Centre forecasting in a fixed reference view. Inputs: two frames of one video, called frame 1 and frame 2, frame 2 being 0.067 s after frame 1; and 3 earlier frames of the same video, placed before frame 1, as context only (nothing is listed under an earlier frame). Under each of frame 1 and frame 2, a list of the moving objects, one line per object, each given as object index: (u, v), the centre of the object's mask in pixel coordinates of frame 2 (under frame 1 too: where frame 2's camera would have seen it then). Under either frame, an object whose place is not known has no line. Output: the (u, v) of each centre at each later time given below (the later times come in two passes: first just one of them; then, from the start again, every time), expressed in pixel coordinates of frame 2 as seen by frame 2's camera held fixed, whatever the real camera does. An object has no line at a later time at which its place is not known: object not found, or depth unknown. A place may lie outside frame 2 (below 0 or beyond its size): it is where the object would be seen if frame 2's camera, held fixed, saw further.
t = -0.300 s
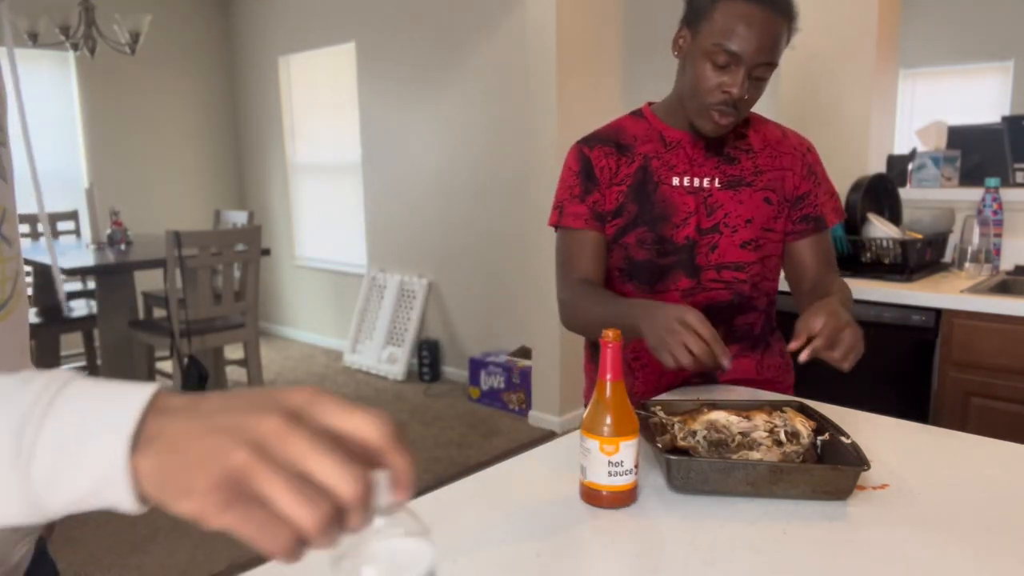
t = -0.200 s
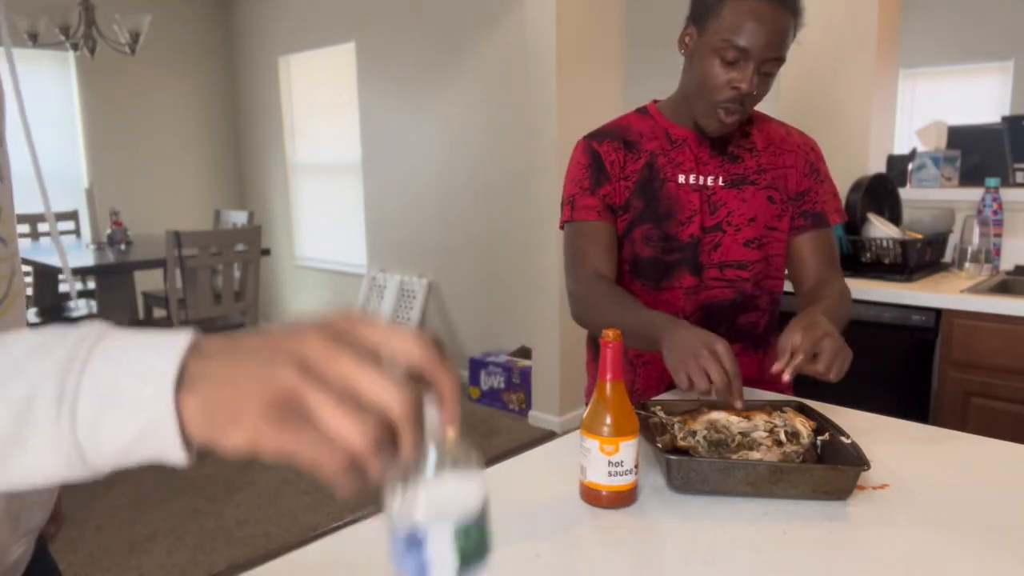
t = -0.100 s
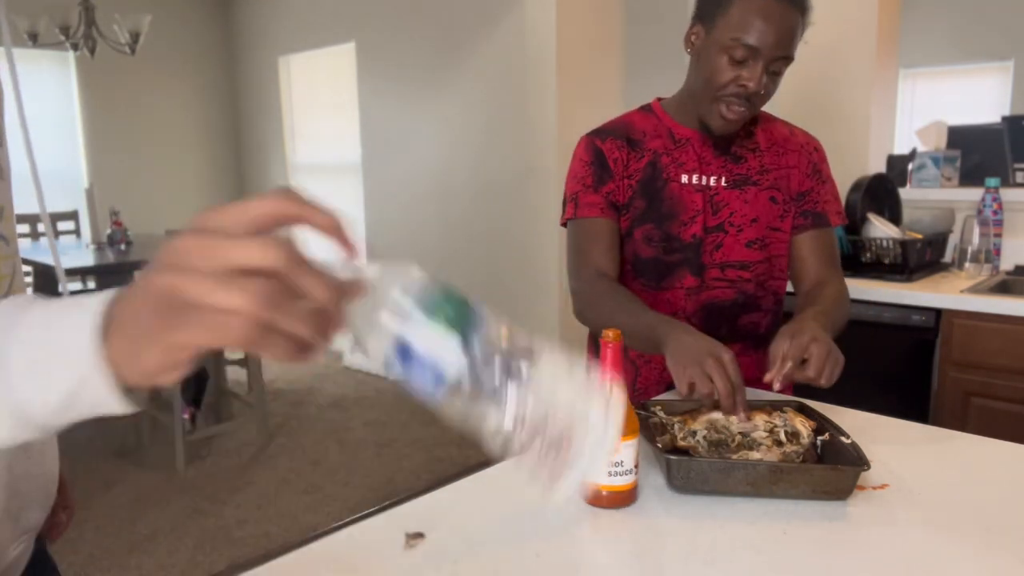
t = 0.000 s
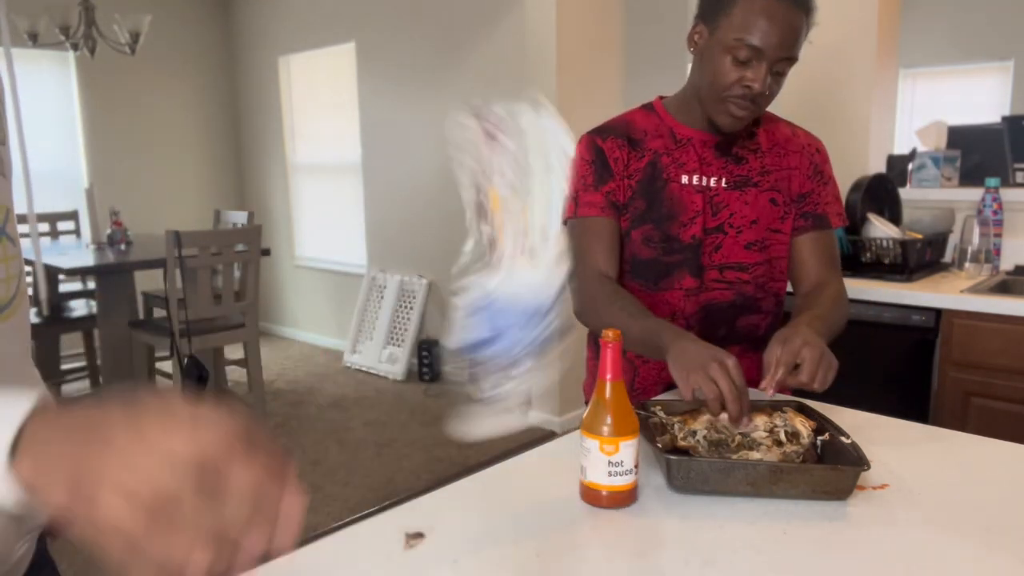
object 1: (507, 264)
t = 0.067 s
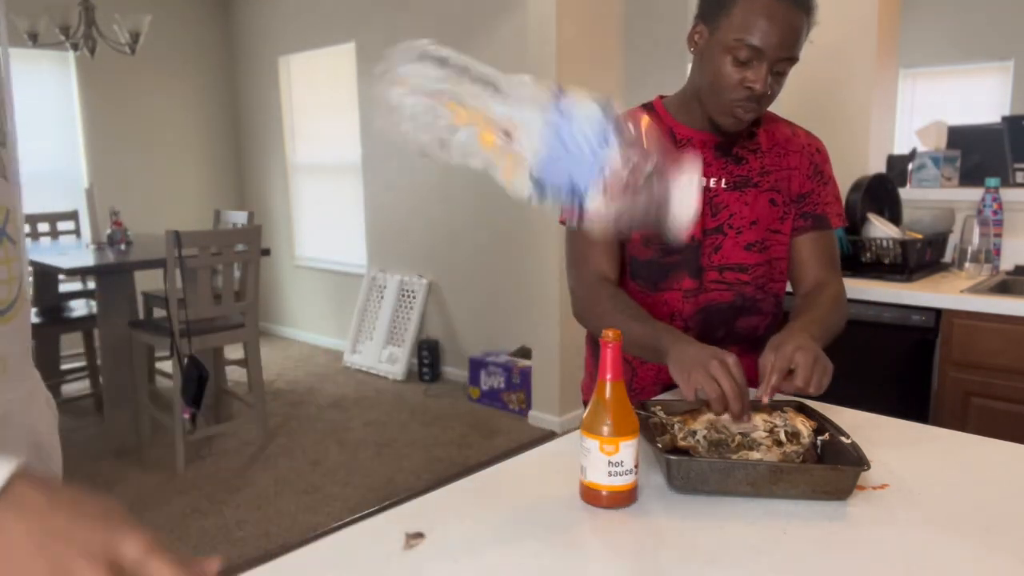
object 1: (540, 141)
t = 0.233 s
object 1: (428, 244)
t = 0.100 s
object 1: (513, 114)
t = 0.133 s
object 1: (488, 118)
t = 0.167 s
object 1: (467, 143)
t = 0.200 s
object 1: (449, 184)
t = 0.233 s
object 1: (428, 244)
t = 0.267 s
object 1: (404, 315)
